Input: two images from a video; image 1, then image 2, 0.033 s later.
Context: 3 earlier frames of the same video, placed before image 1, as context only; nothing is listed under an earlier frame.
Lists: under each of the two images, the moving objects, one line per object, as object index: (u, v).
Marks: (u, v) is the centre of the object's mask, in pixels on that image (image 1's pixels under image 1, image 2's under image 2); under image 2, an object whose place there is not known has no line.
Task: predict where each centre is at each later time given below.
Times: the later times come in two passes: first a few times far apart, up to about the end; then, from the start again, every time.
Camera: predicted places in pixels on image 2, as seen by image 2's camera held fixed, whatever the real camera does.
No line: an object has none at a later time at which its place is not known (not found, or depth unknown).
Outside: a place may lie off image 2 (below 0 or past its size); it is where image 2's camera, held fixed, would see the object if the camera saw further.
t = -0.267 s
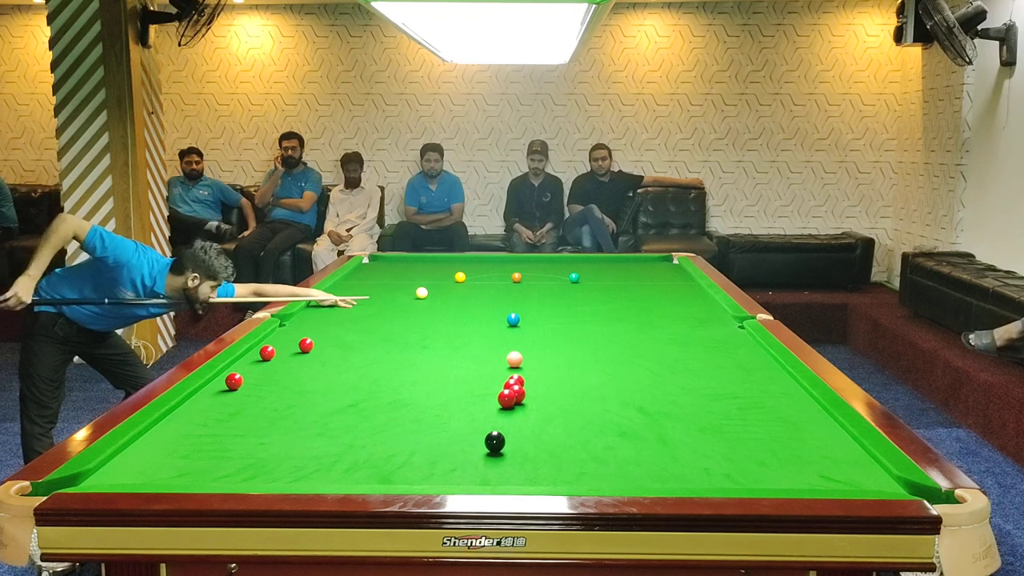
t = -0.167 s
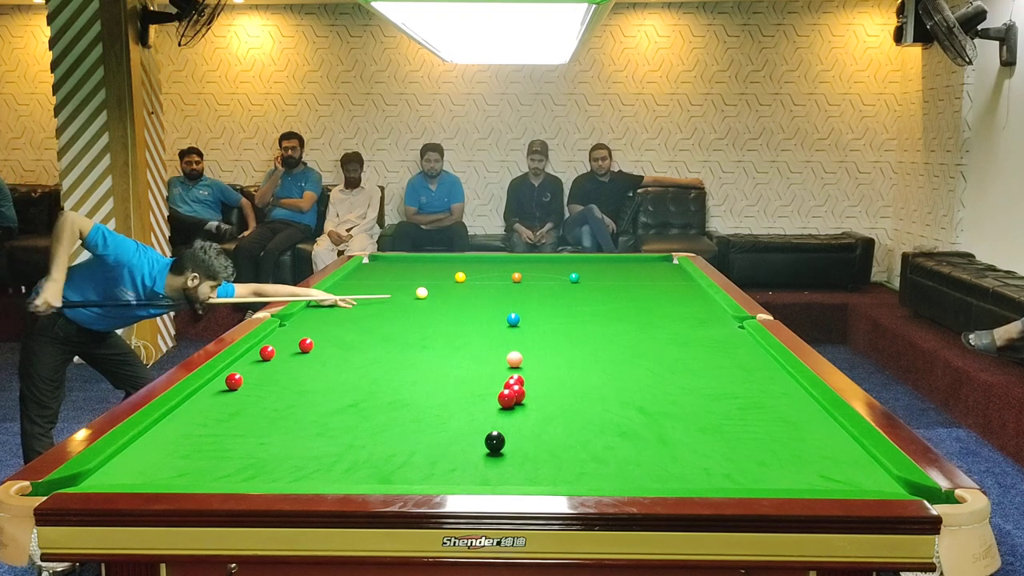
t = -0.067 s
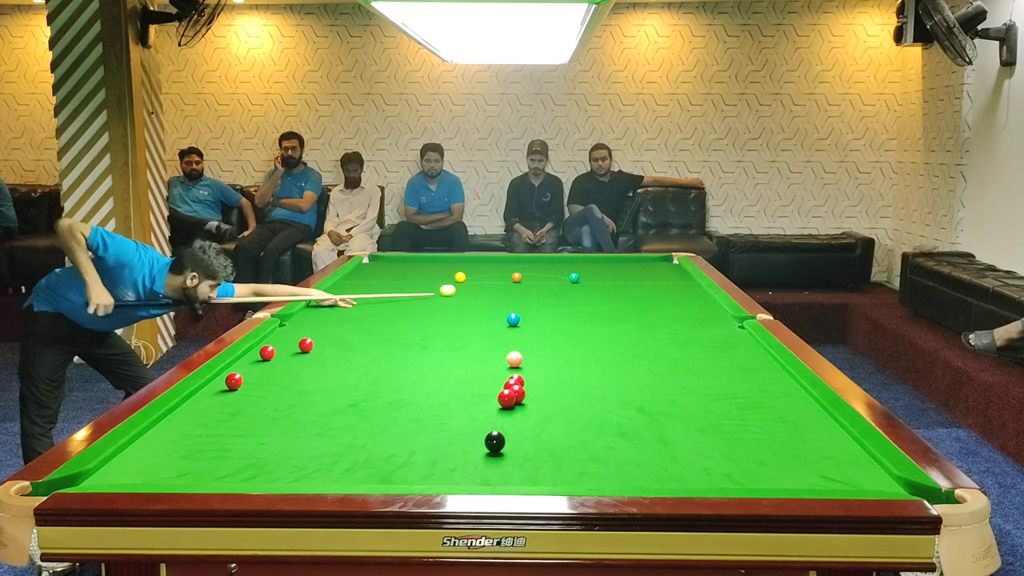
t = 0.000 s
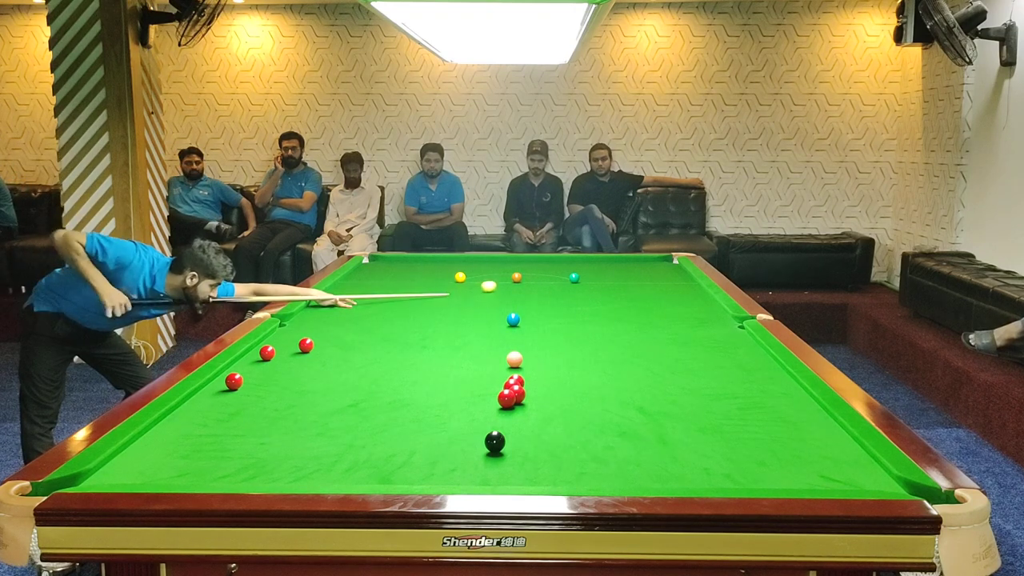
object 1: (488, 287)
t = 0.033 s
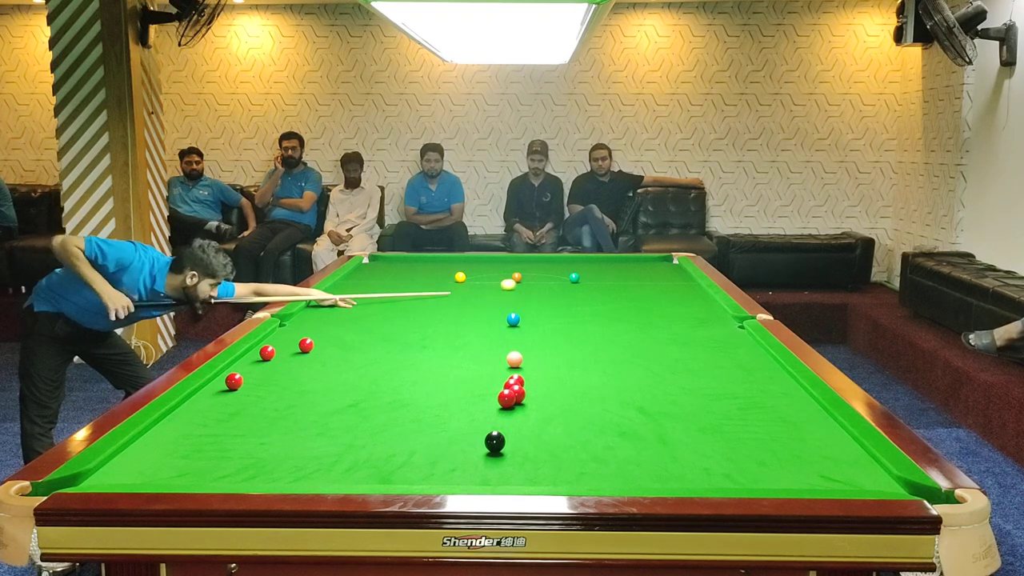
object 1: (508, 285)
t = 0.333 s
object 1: (597, 282)
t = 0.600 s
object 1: (635, 285)
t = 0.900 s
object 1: (678, 289)
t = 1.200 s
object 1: (693, 294)
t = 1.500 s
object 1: (677, 299)
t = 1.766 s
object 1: (662, 304)
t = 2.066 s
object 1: (645, 309)
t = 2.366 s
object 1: (628, 314)
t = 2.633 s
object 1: (613, 319)
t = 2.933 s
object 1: (596, 324)
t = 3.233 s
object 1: (579, 329)
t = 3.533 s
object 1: (562, 334)
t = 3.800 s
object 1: (547, 338)
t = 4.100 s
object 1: (531, 343)
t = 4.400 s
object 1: (515, 346)
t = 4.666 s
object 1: (502, 351)
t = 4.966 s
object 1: (488, 356)
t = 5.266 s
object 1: (474, 360)
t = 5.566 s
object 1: (462, 364)
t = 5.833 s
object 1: (451, 368)
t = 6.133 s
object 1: (440, 371)
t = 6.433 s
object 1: (430, 374)
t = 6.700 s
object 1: (422, 376)
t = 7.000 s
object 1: (416, 379)
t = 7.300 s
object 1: (410, 380)
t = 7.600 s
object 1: (405, 382)
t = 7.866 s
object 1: (402, 383)
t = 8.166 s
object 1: (401, 383)
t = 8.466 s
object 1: (401, 383)
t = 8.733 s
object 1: (401, 383)
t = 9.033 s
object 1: (401, 383)
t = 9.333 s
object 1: (401, 383)
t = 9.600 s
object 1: (401, 383)
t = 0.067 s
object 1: (527, 283)
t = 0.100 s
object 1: (544, 281)
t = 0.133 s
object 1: (561, 280)
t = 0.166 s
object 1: (571, 279)
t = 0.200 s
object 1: (577, 280)
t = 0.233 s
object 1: (582, 281)
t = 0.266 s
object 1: (588, 281)
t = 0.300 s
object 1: (592, 281)
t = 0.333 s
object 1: (597, 282)
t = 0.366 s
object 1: (602, 282)
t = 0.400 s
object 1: (607, 283)
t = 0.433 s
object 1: (611, 283)
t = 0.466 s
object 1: (616, 284)
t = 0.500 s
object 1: (621, 284)
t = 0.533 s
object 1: (625, 284)
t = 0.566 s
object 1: (630, 285)
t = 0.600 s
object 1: (635, 285)
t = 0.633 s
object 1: (639, 286)
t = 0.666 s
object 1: (644, 286)
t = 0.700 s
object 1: (649, 287)
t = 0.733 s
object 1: (654, 287)
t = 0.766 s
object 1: (659, 288)
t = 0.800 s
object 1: (663, 288)
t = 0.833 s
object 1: (668, 289)
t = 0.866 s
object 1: (673, 289)
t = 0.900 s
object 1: (678, 289)
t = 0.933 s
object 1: (682, 290)
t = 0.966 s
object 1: (687, 290)
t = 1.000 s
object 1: (692, 291)
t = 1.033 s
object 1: (697, 291)
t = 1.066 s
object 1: (702, 292)
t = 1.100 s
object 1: (701, 292)
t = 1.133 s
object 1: (698, 293)
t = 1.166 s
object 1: (695, 294)
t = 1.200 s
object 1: (693, 294)
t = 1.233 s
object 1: (692, 295)
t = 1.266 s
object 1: (690, 295)
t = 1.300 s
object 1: (688, 296)
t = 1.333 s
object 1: (686, 296)
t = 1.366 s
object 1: (685, 297)
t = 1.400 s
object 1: (683, 297)
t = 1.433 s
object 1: (681, 298)
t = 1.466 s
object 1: (679, 299)
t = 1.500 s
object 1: (677, 299)
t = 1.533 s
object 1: (675, 300)
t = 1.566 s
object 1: (673, 300)
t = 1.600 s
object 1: (672, 301)
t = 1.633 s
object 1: (670, 301)
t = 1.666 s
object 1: (668, 302)
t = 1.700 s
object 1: (666, 303)
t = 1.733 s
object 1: (664, 303)
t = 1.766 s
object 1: (662, 304)
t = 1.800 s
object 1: (660, 304)
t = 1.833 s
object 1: (659, 305)
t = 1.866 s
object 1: (657, 306)
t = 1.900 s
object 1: (655, 306)
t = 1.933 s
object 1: (653, 307)
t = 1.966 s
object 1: (651, 307)
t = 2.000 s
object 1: (649, 308)
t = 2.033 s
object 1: (647, 308)
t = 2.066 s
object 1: (645, 309)
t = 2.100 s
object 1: (643, 310)
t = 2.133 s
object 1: (641, 310)
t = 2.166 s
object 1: (639, 311)
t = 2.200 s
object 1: (638, 311)
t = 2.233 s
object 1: (636, 312)
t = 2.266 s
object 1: (634, 312)
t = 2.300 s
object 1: (632, 313)
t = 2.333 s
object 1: (630, 314)
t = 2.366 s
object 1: (628, 314)
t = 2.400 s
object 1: (626, 315)
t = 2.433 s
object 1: (624, 315)
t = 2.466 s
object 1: (623, 316)
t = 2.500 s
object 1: (621, 316)
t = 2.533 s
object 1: (619, 317)
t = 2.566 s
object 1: (617, 317)
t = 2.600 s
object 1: (615, 318)
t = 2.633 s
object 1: (613, 319)
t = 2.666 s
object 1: (611, 319)
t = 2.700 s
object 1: (609, 320)
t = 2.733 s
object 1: (607, 320)
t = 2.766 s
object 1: (605, 321)
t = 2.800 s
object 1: (604, 322)
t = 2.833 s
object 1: (602, 322)
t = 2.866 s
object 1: (600, 323)
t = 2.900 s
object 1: (598, 323)
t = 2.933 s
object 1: (596, 324)
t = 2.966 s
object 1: (594, 324)
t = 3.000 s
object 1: (592, 325)
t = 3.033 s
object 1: (590, 326)
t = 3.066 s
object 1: (588, 326)
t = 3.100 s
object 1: (586, 327)
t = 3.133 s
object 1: (585, 327)
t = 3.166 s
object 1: (583, 328)
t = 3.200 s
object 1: (581, 328)
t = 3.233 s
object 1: (579, 329)
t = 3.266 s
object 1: (577, 329)
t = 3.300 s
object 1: (575, 330)
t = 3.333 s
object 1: (573, 330)
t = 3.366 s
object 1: (571, 331)
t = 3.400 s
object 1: (570, 332)
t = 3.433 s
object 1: (568, 332)
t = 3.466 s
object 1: (566, 333)
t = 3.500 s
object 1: (564, 333)
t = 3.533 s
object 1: (562, 334)
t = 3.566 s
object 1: (560, 335)
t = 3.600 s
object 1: (558, 335)
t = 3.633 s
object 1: (557, 335)
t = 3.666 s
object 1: (555, 336)
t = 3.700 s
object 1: (553, 337)
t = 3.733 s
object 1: (551, 337)
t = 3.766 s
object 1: (549, 338)
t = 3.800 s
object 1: (547, 338)
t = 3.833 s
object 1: (546, 339)
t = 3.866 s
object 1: (544, 340)
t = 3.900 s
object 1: (542, 340)
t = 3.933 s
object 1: (540, 341)
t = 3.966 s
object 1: (538, 341)
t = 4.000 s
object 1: (536, 342)
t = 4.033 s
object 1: (535, 342)
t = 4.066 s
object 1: (533, 343)
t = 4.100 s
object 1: (531, 343)
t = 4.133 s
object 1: (529, 344)
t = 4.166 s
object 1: (528, 344)
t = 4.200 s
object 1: (526, 344)
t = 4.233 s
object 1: (524, 345)
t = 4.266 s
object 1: (522, 345)
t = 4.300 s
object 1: (521, 346)
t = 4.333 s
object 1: (519, 346)
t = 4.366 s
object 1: (517, 346)
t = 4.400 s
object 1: (515, 346)
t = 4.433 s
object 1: (514, 346)
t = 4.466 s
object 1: (512, 347)
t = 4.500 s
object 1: (510, 347)
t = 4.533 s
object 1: (508, 348)
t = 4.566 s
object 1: (506, 349)
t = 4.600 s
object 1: (505, 350)
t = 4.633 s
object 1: (503, 350)
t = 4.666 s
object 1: (502, 351)
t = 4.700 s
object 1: (500, 352)
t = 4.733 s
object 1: (499, 353)
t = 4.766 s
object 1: (497, 353)
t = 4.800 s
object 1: (496, 354)
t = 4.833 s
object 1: (494, 354)
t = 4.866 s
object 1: (492, 355)
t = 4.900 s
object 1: (491, 355)
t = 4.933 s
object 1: (490, 355)
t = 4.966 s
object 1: (488, 356)
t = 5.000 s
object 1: (486, 357)
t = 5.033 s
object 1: (485, 357)
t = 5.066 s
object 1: (483, 358)
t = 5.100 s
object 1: (482, 358)
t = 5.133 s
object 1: (480, 359)
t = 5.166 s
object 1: (479, 359)
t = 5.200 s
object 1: (477, 359)
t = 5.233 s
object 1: (476, 360)
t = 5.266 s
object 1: (474, 360)
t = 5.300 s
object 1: (473, 361)
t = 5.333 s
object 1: (471, 361)
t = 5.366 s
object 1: (470, 362)
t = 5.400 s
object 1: (468, 362)
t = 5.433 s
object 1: (467, 363)
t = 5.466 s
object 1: (466, 363)
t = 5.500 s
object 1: (464, 363)
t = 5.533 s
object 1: (463, 364)
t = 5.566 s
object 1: (462, 364)
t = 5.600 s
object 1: (460, 365)
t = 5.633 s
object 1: (459, 365)
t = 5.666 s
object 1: (457, 366)
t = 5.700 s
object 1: (456, 366)
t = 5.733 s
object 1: (454, 367)
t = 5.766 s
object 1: (453, 367)
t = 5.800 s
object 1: (452, 367)
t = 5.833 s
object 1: (451, 368)
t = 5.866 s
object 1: (449, 368)
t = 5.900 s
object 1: (448, 368)
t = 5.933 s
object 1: (447, 369)
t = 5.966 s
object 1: (446, 369)
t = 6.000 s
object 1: (444, 369)
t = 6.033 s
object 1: (443, 370)
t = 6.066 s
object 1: (442, 370)
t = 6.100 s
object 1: (441, 371)
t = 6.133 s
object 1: (440, 371)
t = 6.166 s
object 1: (439, 371)
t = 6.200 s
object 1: (437, 372)
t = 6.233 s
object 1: (436, 372)
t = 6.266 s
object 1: (435, 372)
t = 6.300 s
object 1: (434, 372)
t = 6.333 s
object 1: (433, 373)
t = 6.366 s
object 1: (432, 373)
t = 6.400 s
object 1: (431, 374)
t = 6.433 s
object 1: (430, 374)
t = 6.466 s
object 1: (429, 374)
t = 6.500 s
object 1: (428, 374)
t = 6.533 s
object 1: (427, 375)
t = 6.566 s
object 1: (426, 375)
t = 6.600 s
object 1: (425, 375)
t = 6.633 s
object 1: (424, 376)
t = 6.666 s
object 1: (423, 376)
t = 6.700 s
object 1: (422, 376)
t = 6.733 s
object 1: (422, 377)
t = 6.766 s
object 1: (421, 377)
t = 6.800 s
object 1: (420, 377)
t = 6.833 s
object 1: (419, 377)
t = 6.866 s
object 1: (418, 377)
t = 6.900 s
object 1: (418, 378)
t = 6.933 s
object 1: (417, 378)
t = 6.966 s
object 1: (416, 378)
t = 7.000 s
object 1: (416, 379)
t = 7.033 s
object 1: (415, 379)
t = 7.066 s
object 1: (414, 379)
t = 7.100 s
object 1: (413, 379)
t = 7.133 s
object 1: (413, 379)
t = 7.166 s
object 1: (412, 380)
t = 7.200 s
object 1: (412, 380)
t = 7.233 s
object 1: (411, 380)
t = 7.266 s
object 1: (410, 380)
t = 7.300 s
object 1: (410, 380)
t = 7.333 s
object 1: (409, 381)
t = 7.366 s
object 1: (409, 381)
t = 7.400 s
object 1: (408, 381)
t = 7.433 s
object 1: (407, 381)
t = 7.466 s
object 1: (407, 381)
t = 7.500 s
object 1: (406, 381)
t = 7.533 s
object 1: (406, 381)
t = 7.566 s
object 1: (406, 382)
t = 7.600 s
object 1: (405, 382)
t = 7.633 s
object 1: (405, 382)
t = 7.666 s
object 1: (404, 382)
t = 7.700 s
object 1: (404, 382)
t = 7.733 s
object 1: (404, 382)
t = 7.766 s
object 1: (403, 382)
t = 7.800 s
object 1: (403, 382)
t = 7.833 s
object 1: (402, 383)
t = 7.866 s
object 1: (402, 383)
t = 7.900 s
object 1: (402, 383)
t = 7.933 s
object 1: (402, 383)
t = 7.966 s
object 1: (402, 383)
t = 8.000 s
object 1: (401, 383)
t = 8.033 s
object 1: (401, 383)
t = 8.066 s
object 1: (401, 383)
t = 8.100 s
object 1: (401, 383)
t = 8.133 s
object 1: (401, 383)
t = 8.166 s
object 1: (401, 383)
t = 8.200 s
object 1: (401, 383)
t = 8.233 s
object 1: (401, 383)
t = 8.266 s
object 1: (401, 383)
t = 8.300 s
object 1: (401, 383)
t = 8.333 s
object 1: (401, 383)
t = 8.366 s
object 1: (401, 383)
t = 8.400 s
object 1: (401, 383)
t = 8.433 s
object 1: (401, 383)
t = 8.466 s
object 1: (401, 383)
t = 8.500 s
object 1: (401, 383)
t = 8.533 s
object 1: (401, 383)
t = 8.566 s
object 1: (401, 383)
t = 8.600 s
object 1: (401, 383)
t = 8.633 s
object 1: (401, 383)
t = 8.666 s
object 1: (401, 383)
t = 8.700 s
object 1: (401, 383)
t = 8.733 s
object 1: (401, 383)
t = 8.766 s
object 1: (401, 383)
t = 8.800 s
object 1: (401, 383)
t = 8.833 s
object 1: (401, 383)
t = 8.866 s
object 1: (401, 383)
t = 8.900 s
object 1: (401, 383)
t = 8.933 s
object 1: (401, 383)
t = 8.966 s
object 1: (401, 383)
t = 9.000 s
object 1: (401, 383)
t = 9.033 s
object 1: (401, 383)
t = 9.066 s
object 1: (401, 383)
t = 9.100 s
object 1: (401, 383)
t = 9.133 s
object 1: (401, 383)
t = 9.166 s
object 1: (401, 383)
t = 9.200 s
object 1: (401, 383)
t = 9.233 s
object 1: (401, 383)
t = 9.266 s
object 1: (401, 383)
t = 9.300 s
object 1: (401, 383)
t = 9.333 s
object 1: (401, 383)
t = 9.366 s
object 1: (401, 383)
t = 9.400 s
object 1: (401, 383)
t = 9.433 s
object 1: (401, 383)
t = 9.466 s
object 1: (401, 383)
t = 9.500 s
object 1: (401, 383)
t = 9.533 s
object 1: (401, 383)
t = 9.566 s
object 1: (401, 383)
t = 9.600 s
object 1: (401, 383)
